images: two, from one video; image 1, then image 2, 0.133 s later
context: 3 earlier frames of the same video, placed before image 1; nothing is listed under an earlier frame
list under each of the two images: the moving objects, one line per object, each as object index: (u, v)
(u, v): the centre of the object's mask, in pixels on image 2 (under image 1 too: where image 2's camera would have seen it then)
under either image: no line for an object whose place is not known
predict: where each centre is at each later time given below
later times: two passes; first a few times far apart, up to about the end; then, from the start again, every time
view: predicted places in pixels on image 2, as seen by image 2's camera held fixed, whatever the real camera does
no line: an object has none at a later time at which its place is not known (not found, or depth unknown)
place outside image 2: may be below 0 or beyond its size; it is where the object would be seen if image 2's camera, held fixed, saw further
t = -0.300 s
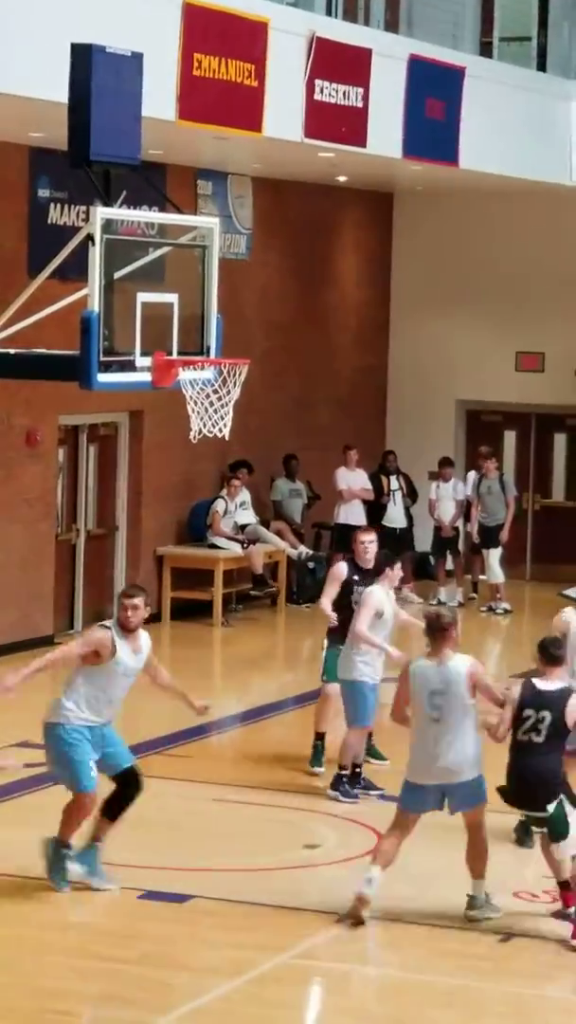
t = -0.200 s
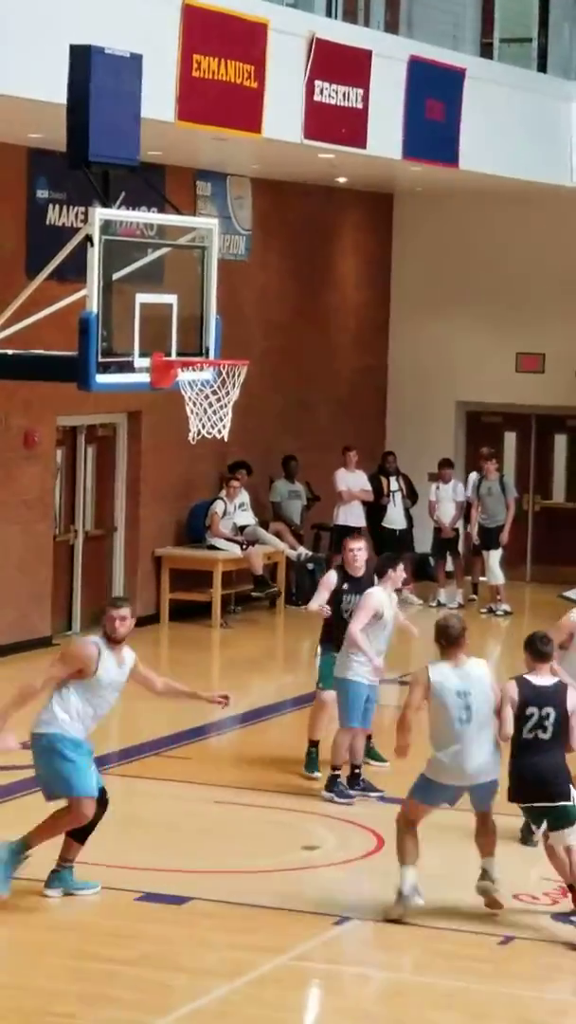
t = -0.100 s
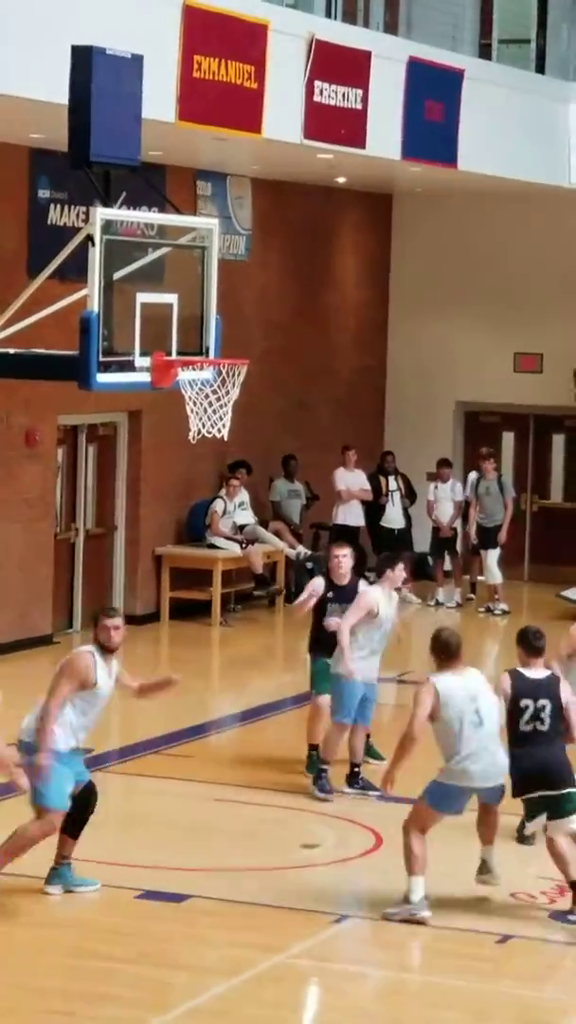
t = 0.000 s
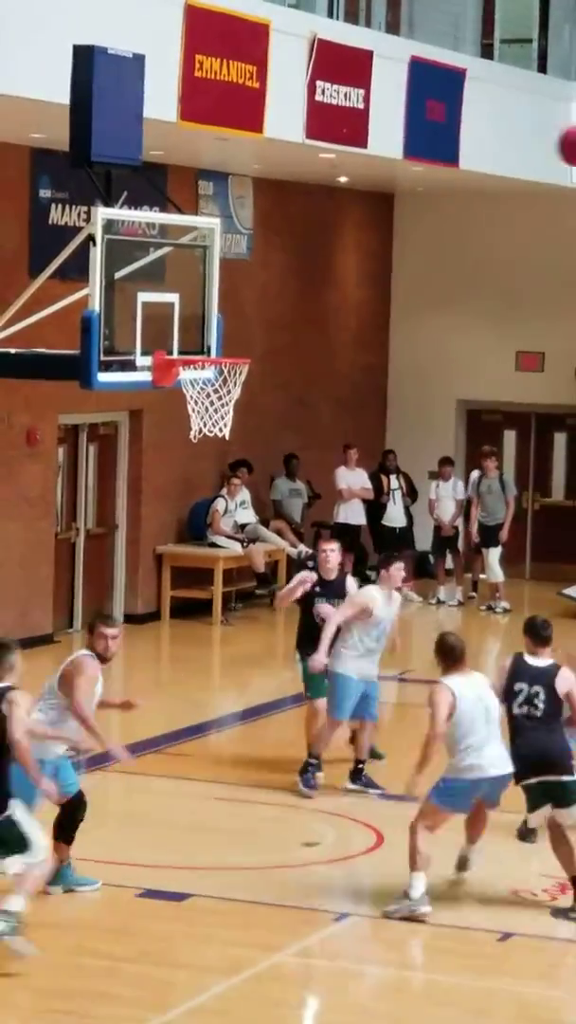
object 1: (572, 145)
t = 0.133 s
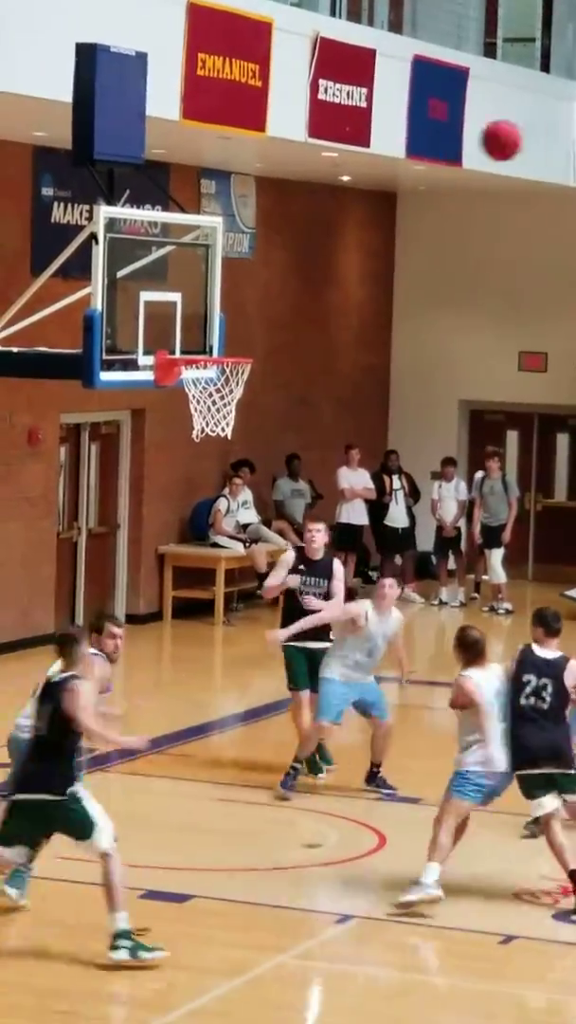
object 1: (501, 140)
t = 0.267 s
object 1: (427, 164)
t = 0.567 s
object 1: (271, 315)
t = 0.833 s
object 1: (194, 300)
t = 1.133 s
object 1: (273, 324)
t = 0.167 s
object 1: (482, 143)
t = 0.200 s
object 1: (462, 149)
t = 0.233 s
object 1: (445, 155)
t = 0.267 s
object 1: (427, 164)
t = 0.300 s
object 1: (408, 175)
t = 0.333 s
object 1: (389, 189)
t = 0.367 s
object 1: (374, 201)
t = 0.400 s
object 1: (356, 215)
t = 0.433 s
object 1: (339, 231)
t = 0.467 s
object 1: (321, 253)
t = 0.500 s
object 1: (304, 271)
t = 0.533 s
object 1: (287, 293)
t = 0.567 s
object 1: (271, 315)
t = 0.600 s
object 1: (255, 338)
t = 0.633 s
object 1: (245, 338)
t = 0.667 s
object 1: (234, 328)
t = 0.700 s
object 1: (225, 320)
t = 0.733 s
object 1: (215, 314)
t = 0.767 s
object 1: (204, 308)
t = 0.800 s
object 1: (194, 305)
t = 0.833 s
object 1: (194, 300)
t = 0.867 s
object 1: (203, 296)
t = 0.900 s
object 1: (212, 294)
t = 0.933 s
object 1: (221, 294)
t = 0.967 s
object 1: (231, 295)
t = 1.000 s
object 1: (240, 297)
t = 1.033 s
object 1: (247, 301)
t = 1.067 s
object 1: (256, 306)
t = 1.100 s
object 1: (265, 315)
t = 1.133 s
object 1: (273, 324)
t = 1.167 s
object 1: (282, 335)
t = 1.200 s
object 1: (291, 348)
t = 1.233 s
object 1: (299, 361)
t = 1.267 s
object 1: (307, 378)
